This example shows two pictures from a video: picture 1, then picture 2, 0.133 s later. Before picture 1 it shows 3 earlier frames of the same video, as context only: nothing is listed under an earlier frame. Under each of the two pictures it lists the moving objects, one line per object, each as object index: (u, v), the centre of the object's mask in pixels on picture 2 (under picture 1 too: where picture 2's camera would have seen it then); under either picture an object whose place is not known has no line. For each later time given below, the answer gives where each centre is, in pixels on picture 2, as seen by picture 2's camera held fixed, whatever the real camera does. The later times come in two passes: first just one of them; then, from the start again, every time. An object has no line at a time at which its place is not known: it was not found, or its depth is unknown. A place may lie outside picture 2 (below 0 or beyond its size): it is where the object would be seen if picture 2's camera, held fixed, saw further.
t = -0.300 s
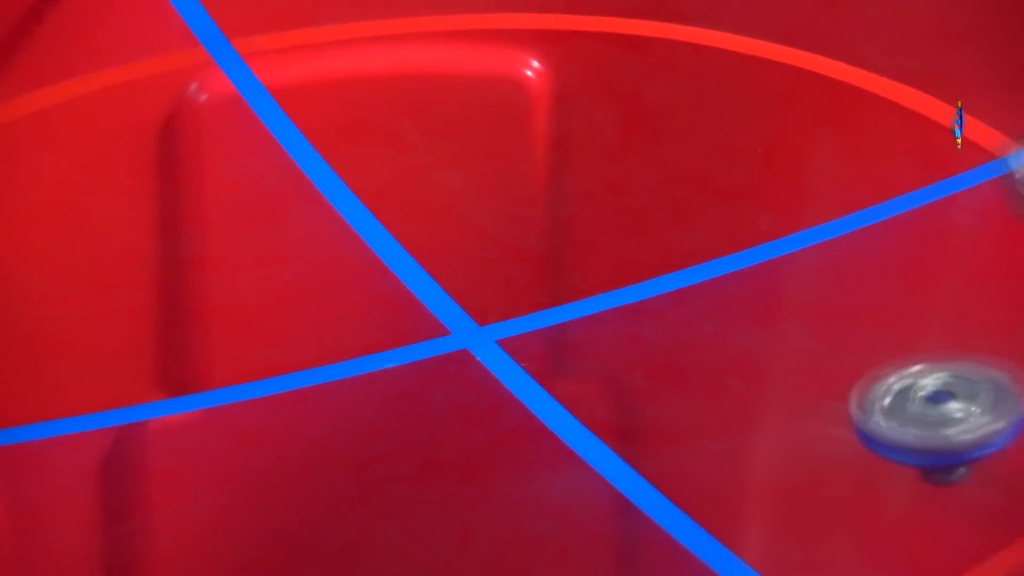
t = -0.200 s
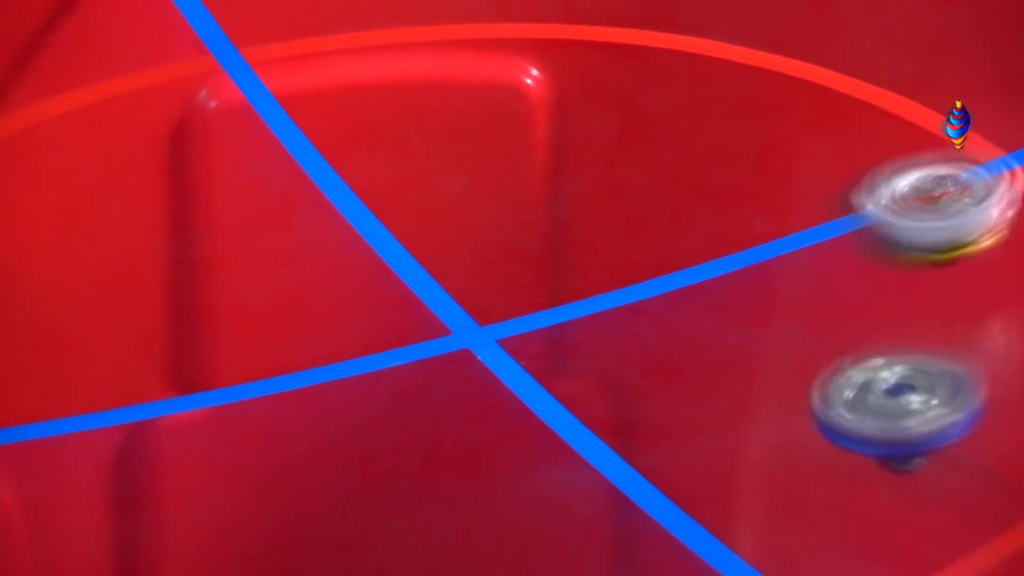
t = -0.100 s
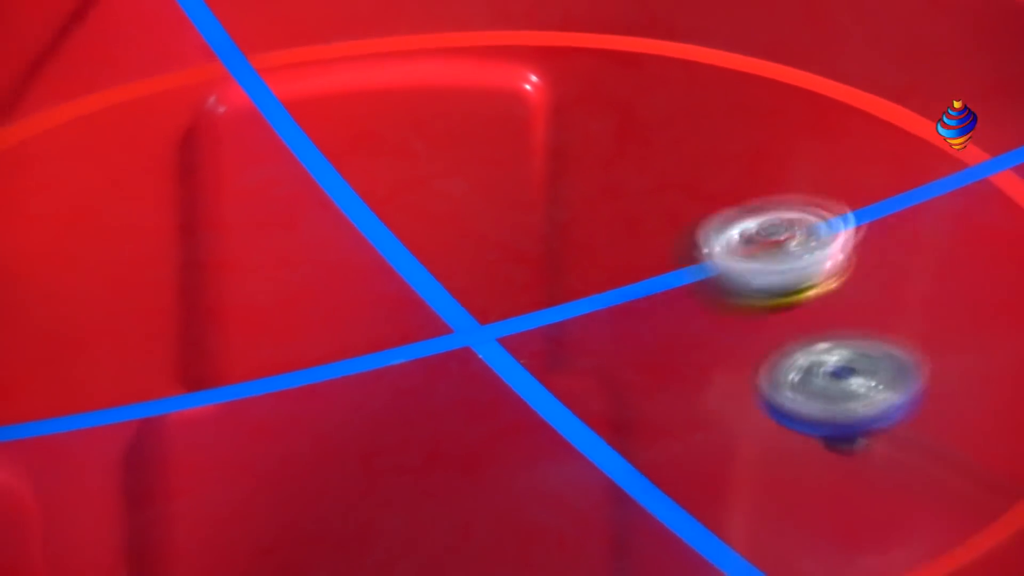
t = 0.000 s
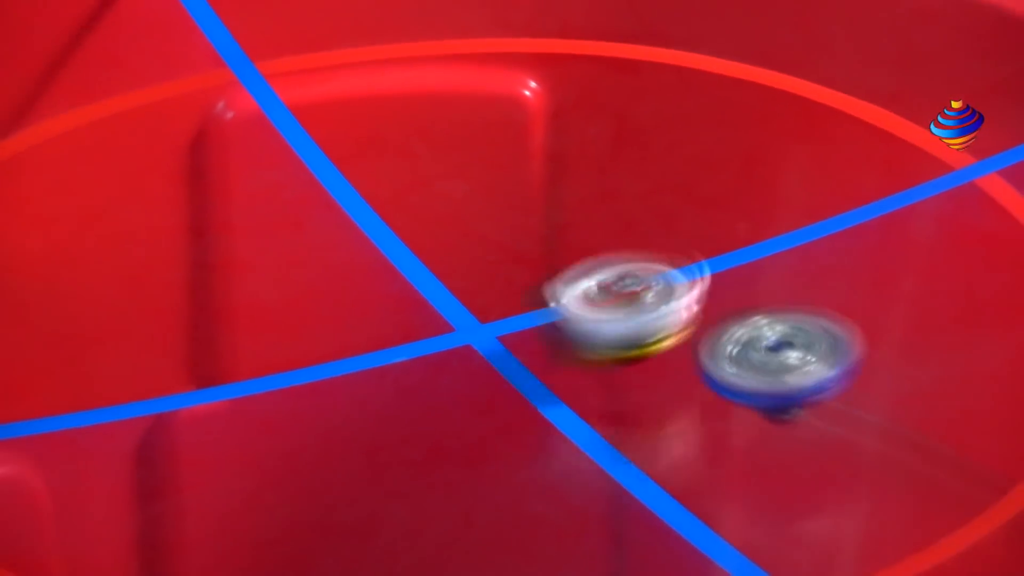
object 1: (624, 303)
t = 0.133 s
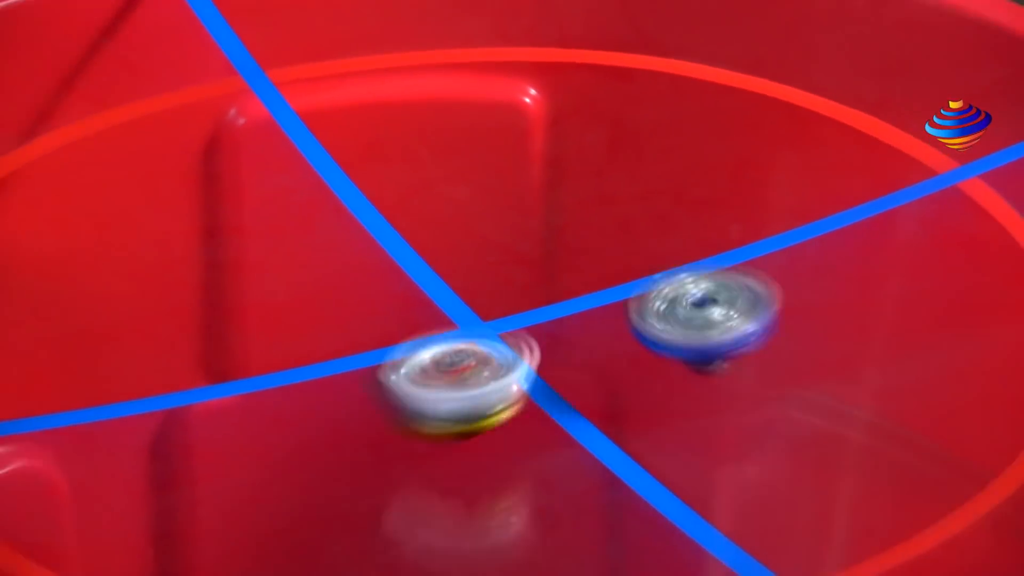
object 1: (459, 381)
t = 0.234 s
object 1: (361, 437)
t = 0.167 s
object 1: (423, 401)
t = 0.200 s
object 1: (391, 418)
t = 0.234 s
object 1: (361, 437)
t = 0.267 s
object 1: (331, 459)
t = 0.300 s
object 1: (305, 479)
